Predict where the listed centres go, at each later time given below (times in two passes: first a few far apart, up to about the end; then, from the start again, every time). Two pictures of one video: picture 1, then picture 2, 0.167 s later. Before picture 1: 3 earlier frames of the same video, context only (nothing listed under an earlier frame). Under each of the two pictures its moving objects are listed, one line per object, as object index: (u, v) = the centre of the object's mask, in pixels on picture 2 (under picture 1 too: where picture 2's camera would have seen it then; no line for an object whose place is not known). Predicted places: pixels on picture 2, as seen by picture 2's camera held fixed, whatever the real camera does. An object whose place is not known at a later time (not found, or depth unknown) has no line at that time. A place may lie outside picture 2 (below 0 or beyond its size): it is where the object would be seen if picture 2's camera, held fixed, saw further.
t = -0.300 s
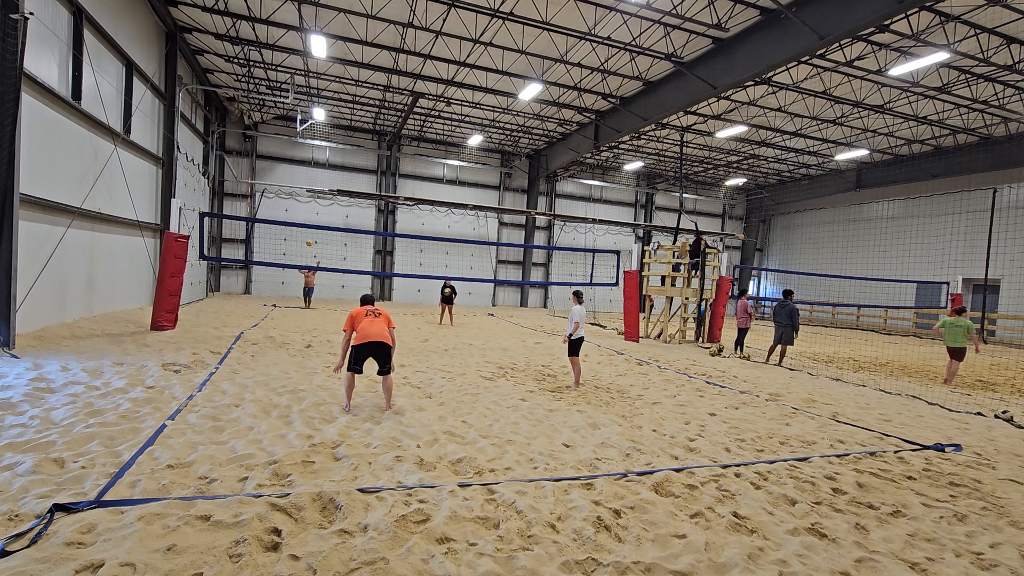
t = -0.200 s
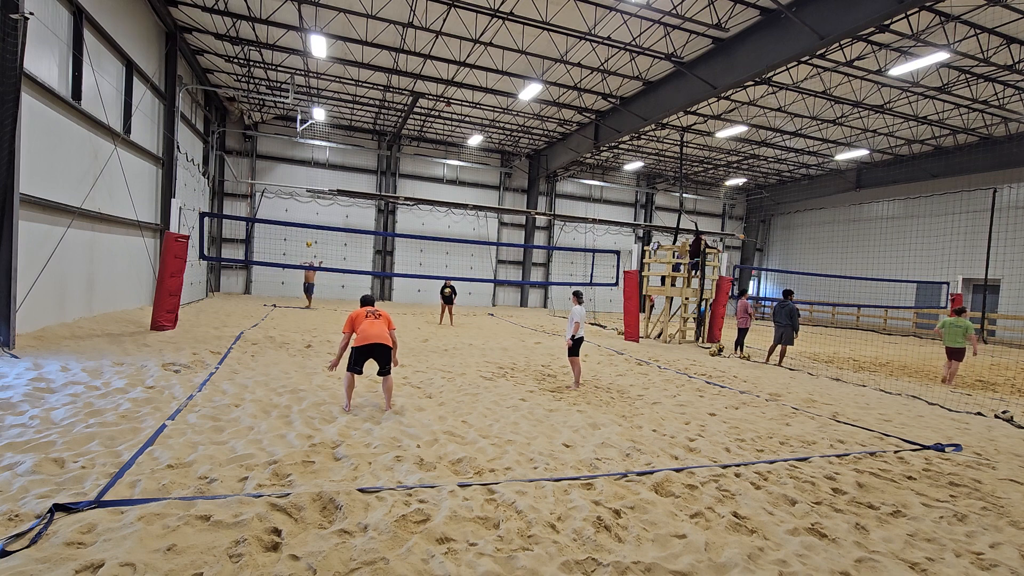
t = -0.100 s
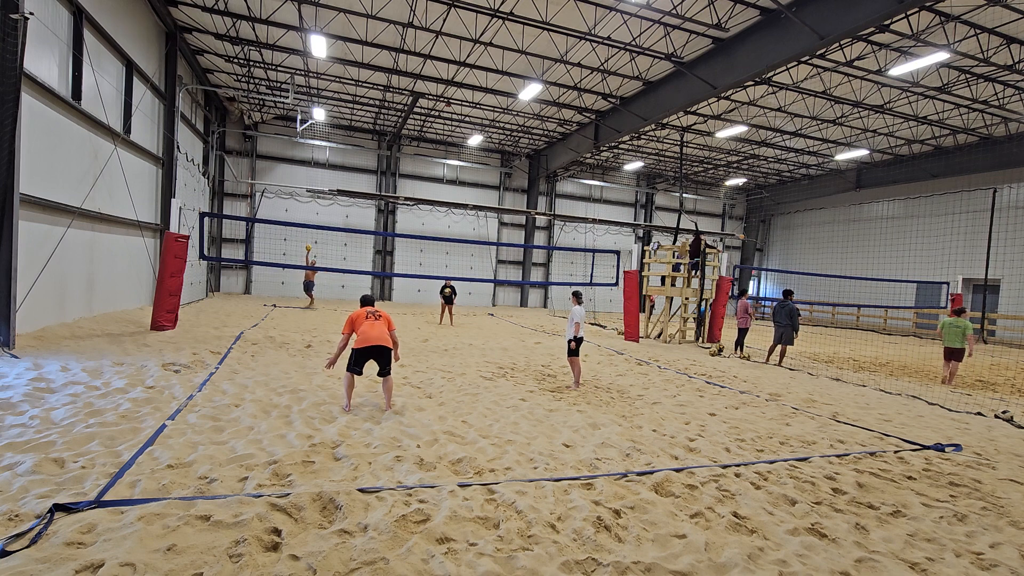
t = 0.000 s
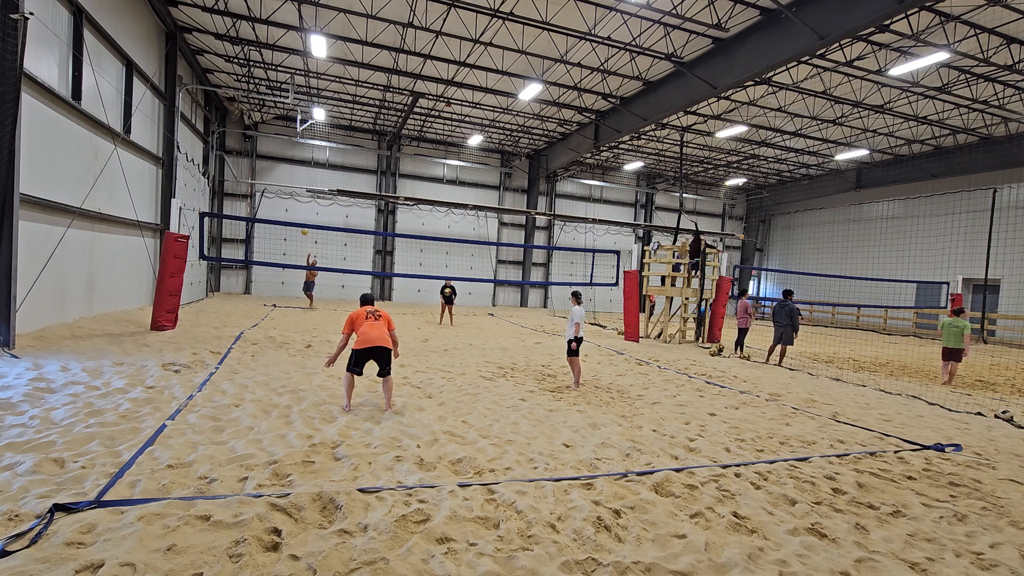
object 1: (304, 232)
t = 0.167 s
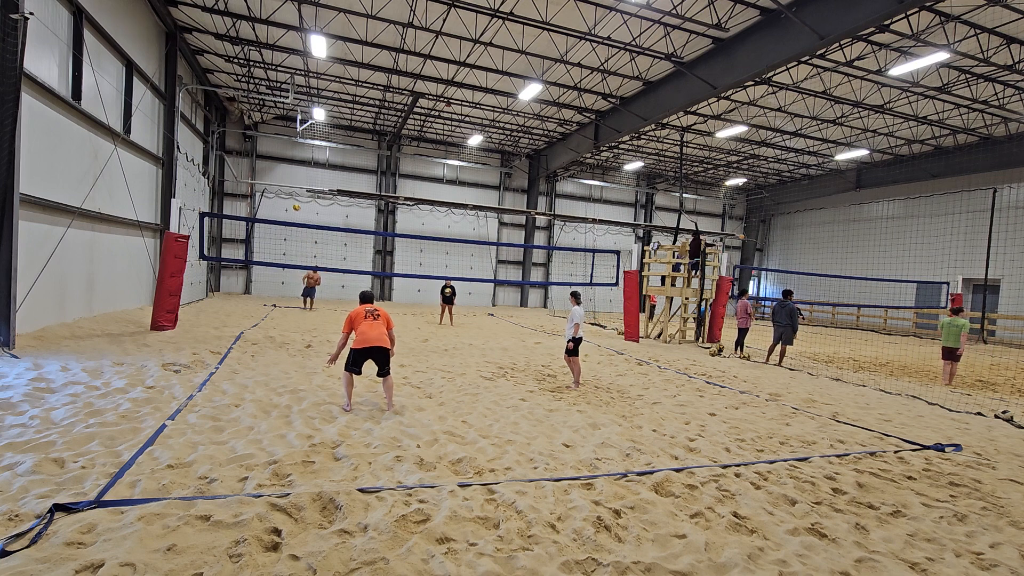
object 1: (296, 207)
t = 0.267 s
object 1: (290, 194)
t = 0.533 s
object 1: (262, 172)
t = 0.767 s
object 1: (232, 175)
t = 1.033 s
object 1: (183, 220)
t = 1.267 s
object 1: (114, 330)
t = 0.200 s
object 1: (294, 202)
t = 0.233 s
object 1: (292, 198)
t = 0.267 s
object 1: (290, 194)
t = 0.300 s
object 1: (287, 190)
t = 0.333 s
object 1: (284, 187)
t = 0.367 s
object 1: (281, 184)
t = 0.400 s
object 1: (278, 181)
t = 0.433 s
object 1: (275, 178)
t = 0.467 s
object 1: (271, 176)
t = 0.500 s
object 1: (267, 174)
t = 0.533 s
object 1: (262, 172)
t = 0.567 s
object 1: (258, 172)
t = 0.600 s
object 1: (253, 171)
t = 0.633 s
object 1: (249, 171)
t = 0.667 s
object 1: (246, 171)
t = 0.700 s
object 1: (241, 172)
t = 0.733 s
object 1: (237, 173)
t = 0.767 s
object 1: (232, 175)
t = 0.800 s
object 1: (227, 177)
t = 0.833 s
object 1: (222, 181)
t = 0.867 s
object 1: (217, 185)
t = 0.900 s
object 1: (211, 190)
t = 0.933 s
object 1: (205, 196)
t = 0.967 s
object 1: (198, 203)
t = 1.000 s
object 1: (191, 211)
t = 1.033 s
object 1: (183, 220)
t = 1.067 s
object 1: (174, 231)
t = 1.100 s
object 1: (167, 242)
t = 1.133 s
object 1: (159, 256)
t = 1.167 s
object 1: (148, 272)
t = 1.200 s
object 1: (137, 290)
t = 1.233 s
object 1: (125, 310)
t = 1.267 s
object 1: (114, 330)
